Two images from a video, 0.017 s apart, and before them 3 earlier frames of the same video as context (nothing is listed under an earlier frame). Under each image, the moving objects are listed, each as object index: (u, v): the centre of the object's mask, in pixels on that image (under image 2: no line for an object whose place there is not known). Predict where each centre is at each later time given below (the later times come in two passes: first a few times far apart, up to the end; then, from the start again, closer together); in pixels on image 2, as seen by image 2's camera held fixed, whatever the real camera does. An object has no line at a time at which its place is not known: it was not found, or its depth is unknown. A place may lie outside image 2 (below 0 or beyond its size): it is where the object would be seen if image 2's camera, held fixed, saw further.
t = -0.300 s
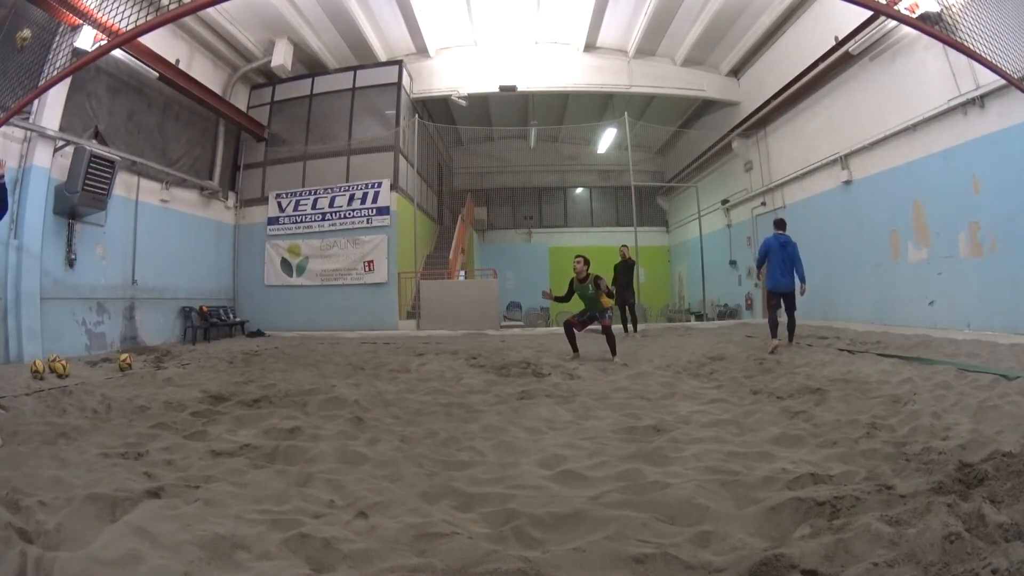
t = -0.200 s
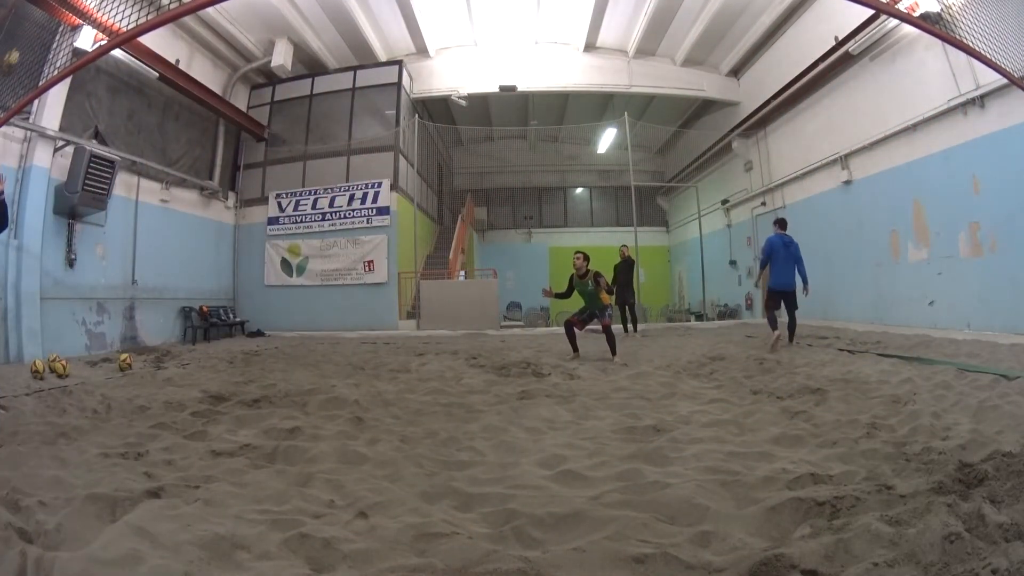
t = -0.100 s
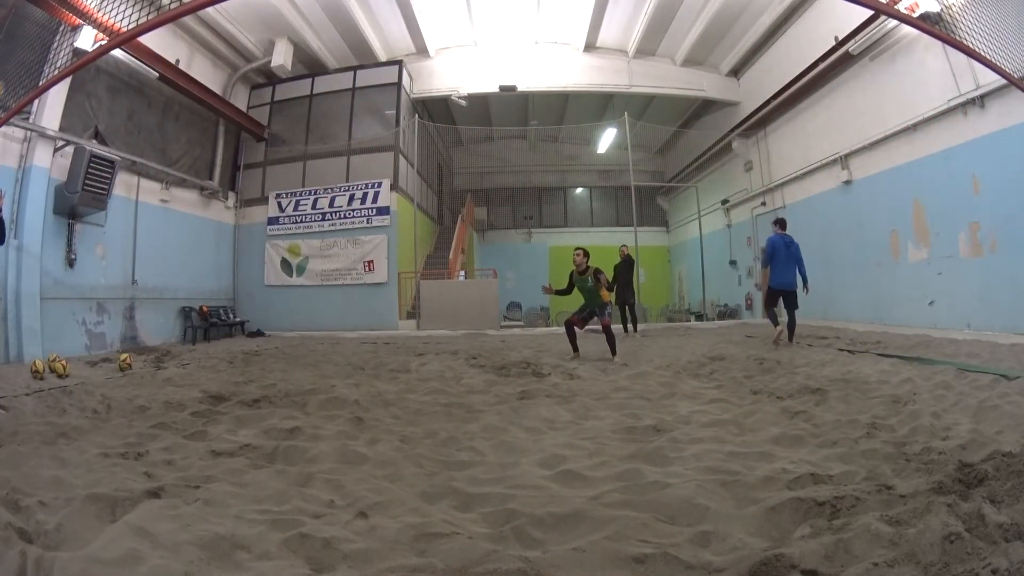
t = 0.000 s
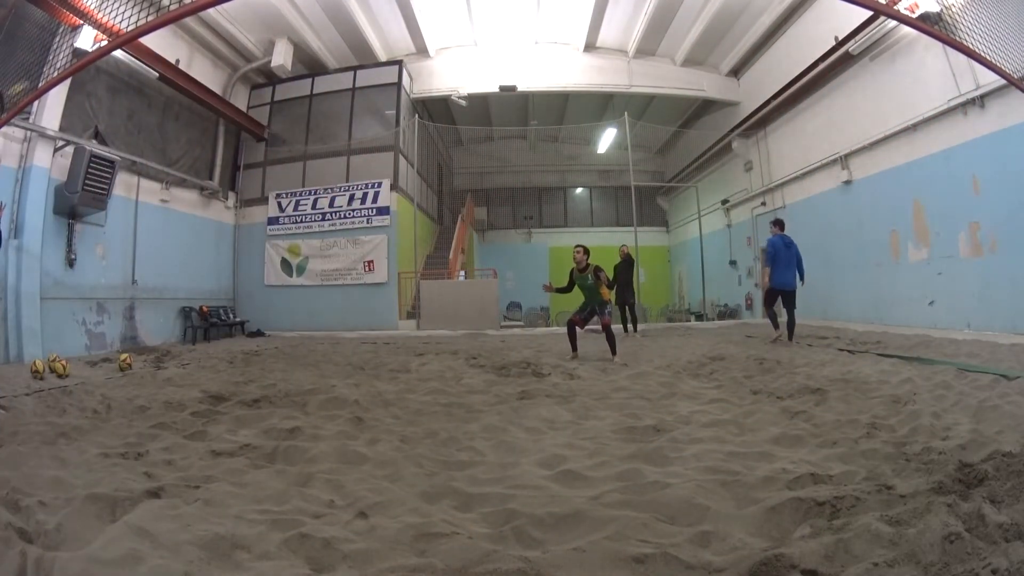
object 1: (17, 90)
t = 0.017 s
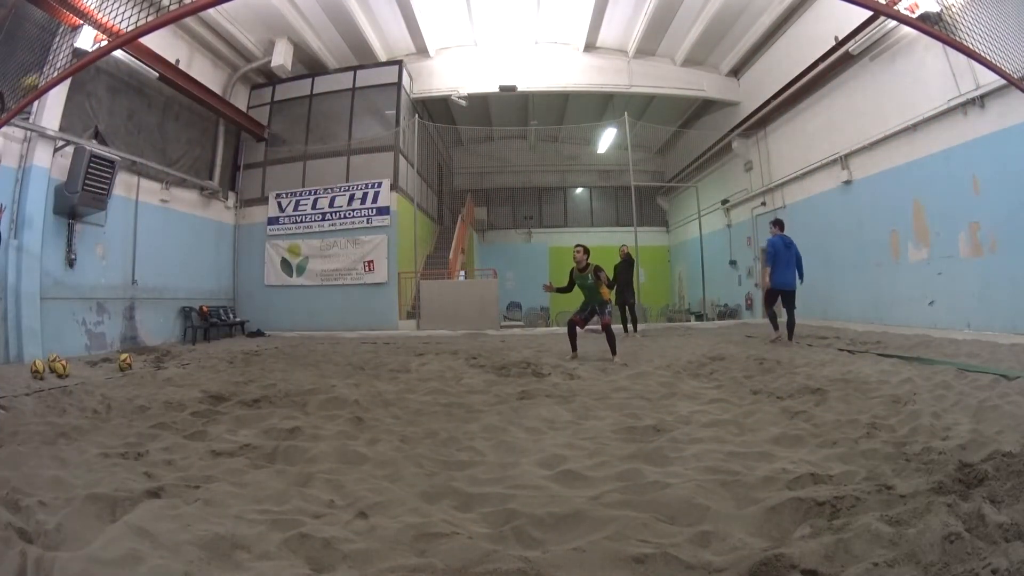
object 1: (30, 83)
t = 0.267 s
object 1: (246, 13)
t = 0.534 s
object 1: (437, 50)
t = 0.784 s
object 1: (562, 136)
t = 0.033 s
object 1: (41, 76)
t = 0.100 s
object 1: (98, 42)
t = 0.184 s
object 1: (176, 26)
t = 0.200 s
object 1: (190, 23)
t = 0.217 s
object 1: (203, 19)
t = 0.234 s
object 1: (217, 16)
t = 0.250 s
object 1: (233, 13)
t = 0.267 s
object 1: (246, 13)
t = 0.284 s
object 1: (260, 12)
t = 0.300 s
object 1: (273, 12)
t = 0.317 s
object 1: (287, 12)
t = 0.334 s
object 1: (301, 13)
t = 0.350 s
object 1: (313, 14)
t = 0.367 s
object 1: (326, 17)
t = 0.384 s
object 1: (337, 19)
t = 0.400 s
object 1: (350, 21)
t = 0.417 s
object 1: (362, 24)
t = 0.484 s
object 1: (406, 38)
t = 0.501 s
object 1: (418, 43)
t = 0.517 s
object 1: (427, 46)
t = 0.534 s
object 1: (437, 50)
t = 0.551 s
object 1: (447, 54)
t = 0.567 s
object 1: (457, 59)
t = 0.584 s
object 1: (466, 65)
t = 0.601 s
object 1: (475, 70)
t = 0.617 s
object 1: (484, 76)
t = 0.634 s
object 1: (493, 82)
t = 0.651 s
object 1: (503, 88)
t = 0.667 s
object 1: (509, 89)
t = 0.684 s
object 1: (519, 98)
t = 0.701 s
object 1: (526, 103)
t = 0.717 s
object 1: (533, 110)
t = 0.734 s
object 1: (540, 115)
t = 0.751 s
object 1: (547, 123)
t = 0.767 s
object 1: (554, 129)
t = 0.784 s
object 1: (562, 136)
